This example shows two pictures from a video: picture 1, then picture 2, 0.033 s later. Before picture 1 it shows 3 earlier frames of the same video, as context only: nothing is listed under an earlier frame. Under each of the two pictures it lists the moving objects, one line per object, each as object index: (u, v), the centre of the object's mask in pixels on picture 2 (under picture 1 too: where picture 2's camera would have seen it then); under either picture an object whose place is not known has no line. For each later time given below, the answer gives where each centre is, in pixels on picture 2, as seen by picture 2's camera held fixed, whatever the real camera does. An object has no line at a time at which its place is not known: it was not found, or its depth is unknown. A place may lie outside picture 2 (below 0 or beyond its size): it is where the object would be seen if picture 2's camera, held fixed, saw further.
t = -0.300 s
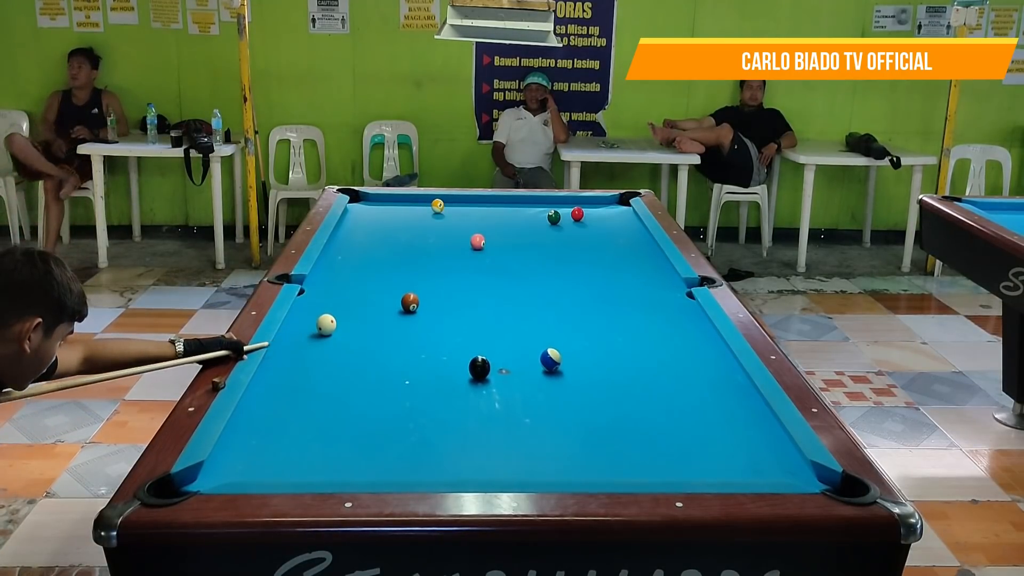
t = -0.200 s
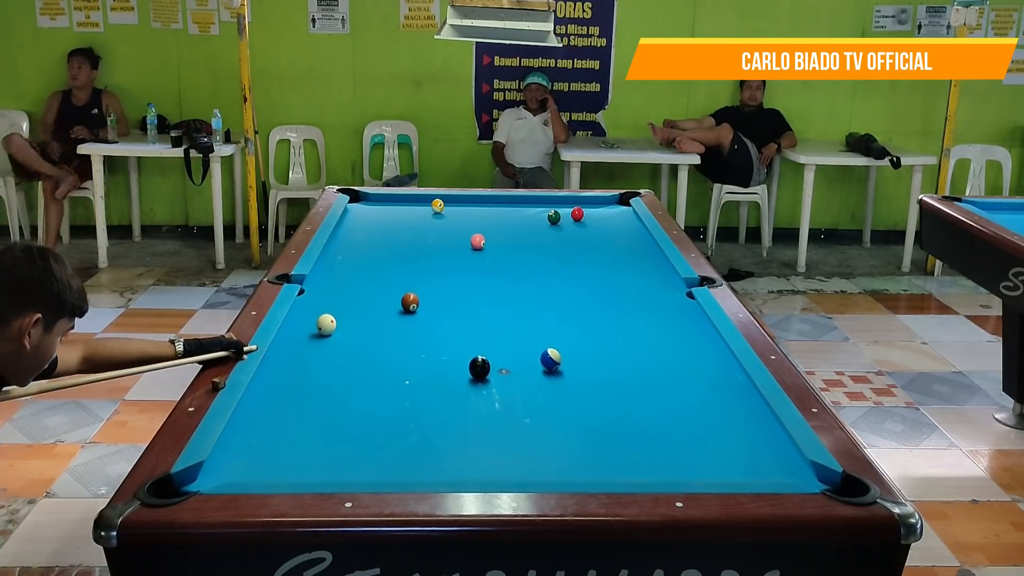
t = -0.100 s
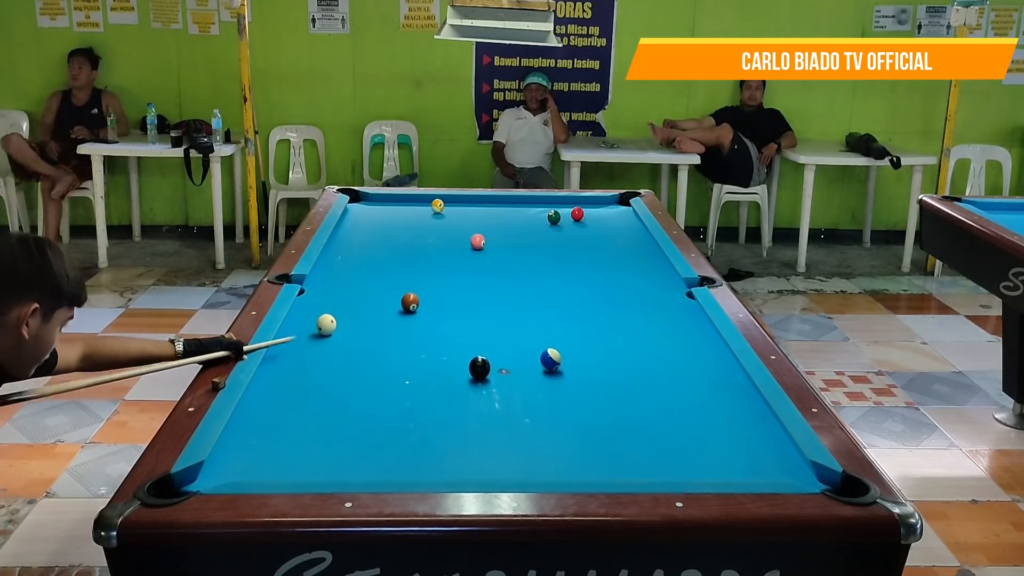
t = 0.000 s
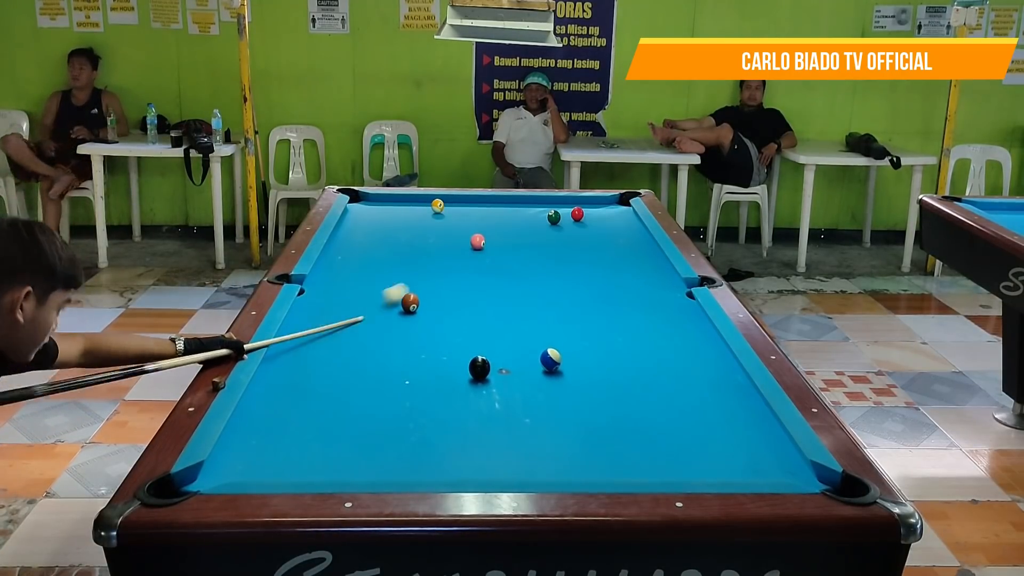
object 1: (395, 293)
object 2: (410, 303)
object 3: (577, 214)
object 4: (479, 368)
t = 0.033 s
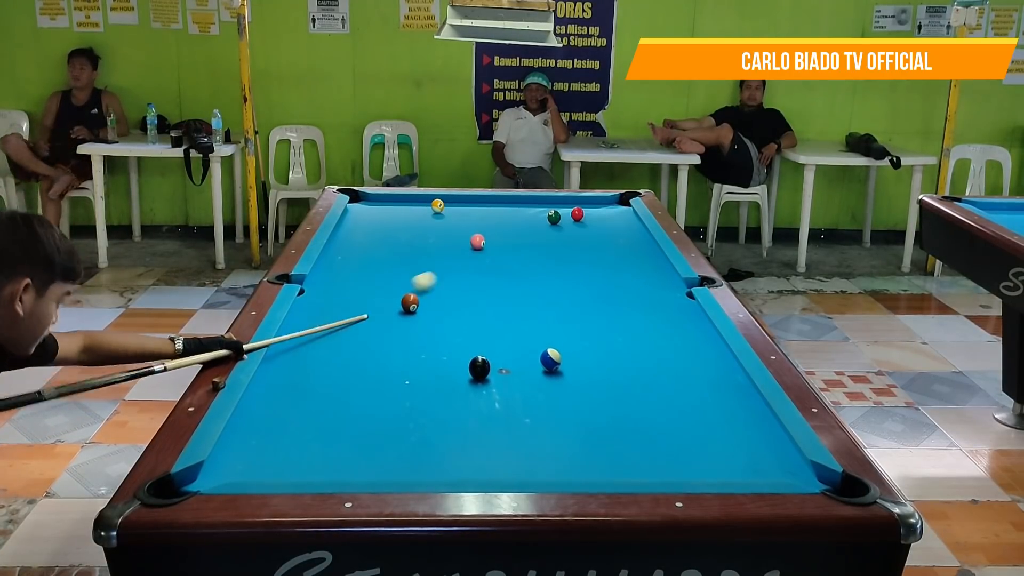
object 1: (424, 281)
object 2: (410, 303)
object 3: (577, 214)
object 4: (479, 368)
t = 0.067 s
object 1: (450, 271)
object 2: (410, 303)
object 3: (577, 214)
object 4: (479, 368)
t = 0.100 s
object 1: (474, 261)
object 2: (410, 303)
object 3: (577, 214)
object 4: (479, 368)
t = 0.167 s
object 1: (515, 243)
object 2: (410, 303)
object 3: (577, 214)
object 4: (479, 368)
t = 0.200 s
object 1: (533, 235)
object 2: (410, 303)
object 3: (577, 214)
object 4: (479, 368)
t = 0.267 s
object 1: (564, 222)
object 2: (410, 303)
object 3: (577, 214)
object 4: (479, 368)
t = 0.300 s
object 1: (579, 217)
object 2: (410, 303)
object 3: (576, 209)
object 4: (479, 368)
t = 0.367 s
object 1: (608, 218)
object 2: (410, 303)
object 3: (575, 202)
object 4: (479, 368)
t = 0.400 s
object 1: (621, 219)
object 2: (410, 303)
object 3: (574, 200)
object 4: (479, 368)
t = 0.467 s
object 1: (629, 220)
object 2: (410, 303)
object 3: (576, 206)
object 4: (479, 368)
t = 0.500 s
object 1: (623, 222)
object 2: (410, 303)
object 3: (577, 210)
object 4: (479, 368)
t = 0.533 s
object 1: (616, 223)
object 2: (410, 303)
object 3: (578, 213)
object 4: (479, 368)
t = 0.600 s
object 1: (606, 226)
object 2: (410, 303)
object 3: (579, 219)
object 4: (479, 368)
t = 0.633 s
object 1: (601, 228)
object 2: (410, 303)
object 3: (580, 223)
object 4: (479, 368)
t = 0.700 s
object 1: (593, 231)
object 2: (410, 303)
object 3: (578, 229)
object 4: (479, 368)
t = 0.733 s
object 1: (595, 234)
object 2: (410, 302)
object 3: (572, 231)
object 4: (479, 368)
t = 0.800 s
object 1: (595, 240)
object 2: (410, 302)
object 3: (561, 236)
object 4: (479, 368)
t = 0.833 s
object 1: (595, 243)
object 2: (410, 303)
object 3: (556, 238)
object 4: (479, 368)
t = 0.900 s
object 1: (594, 248)
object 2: (410, 303)
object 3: (545, 243)
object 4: (479, 368)
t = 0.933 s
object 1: (594, 251)
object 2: (410, 303)
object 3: (540, 246)
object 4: (479, 368)
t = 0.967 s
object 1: (594, 254)
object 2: (410, 302)
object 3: (534, 249)
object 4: (479, 368)
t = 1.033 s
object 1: (593, 260)
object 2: (410, 303)
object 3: (523, 254)
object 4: (479, 368)
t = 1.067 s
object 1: (593, 263)
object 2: (410, 302)
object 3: (517, 257)
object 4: (479, 368)
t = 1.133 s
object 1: (592, 269)
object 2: (410, 302)
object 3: (505, 263)
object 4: (479, 368)
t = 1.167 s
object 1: (591, 273)
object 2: (410, 303)
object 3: (499, 266)
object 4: (479, 368)
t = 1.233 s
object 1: (591, 279)
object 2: (410, 303)
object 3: (486, 272)
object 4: (479, 368)
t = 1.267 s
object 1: (590, 283)
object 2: (410, 303)
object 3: (479, 276)
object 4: (479, 368)
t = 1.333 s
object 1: (589, 290)
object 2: (410, 302)
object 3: (466, 282)
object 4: (479, 368)
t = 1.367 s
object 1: (589, 293)
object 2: (410, 302)
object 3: (459, 285)
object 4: (479, 368)
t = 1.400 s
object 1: (589, 297)
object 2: (410, 303)
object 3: (452, 289)
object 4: (479, 368)
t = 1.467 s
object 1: (588, 305)
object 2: (410, 303)
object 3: (438, 296)
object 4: (479, 368)
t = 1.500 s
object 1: (588, 309)
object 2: (410, 303)
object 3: (430, 299)
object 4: (479, 368)
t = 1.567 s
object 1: (587, 317)
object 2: (395, 305)
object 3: (430, 305)
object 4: (479, 368)
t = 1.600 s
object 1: (586, 321)
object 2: (387, 306)
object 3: (430, 307)
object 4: (479, 368)
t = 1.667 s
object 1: (586, 331)
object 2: (373, 308)
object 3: (430, 313)
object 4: (479, 368)
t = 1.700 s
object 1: (585, 335)
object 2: (366, 309)
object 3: (430, 316)
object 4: (479, 368)
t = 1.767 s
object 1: (584, 344)
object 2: (352, 311)
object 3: (430, 321)
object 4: (479, 368)
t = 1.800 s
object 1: (584, 349)
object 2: (345, 313)
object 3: (430, 324)
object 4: (479, 368)
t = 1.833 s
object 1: (583, 354)
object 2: (338, 314)
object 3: (430, 327)
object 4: (479, 368)
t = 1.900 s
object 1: (582, 364)
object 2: (324, 316)
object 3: (430, 333)
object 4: (479, 368)
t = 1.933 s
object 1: (582, 370)
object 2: (317, 317)
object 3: (430, 336)
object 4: (479, 368)
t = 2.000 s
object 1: (580, 381)
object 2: (303, 319)
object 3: (430, 342)
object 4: (479, 368)
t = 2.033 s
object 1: (580, 387)
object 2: (295, 320)
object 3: (430, 345)
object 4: (479, 368)
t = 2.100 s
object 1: (578, 399)
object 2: (298, 322)
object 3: (429, 351)
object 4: (479, 368)
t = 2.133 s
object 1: (578, 405)
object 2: (302, 323)
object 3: (430, 354)
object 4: (479, 368)
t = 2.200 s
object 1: (577, 418)
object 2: (309, 324)
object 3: (429, 361)
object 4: (479, 368)
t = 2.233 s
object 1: (576, 425)
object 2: (312, 325)
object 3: (429, 364)
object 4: (479, 368)
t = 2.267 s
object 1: (576, 432)
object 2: (316, 326)
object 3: (429, 368)
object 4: (479, 368)
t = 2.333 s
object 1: (574, 446)
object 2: (322, 327)
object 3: (429, 374)
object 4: (479, 368)
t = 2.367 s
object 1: (573, 453)
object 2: (326, 328)
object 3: (429, 378)
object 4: (479, 368)
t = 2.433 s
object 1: (572, 467)
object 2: (333, 329)
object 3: (429, 385)
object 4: (479, 368)
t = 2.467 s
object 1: (571, 471)
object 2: (336, 330)
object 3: (429, 389)
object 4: (479, 368)
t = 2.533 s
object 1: (563, 467)
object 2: (343, 331)
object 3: (428, 396)
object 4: (479, 368)
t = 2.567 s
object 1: (559, 464)
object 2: (346, 332)
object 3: (428, 400)
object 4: (479, 368)
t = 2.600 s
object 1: (556, 460)
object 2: (350, 333)
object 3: (428, 404)
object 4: (479, 368)
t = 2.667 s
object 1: (549, 452)
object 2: (356, 334)
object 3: (428, 411)
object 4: (479, 368)
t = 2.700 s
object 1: (545, 448)
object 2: (360, 335)
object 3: (428, 415)
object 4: (479, 368)
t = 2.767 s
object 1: (538, 440)
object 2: (366, 336)
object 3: (427, 424)
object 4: (479, 368)
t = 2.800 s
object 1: (535, 437)
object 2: (369, 336)
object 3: (427, 428)
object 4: (479, 368)
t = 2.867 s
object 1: (529, 429)
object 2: (376, 338)
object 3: (427, 436)
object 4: (479, 368)
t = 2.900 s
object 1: (525, 425)
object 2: (379, 339)
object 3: (427, 440)
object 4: (479, 368)
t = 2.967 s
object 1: (519, 419)
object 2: (385, 339)
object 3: (426, 449)
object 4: (479, 368)
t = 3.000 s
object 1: (517, 415)
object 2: (388, 340)
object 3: (426, 453)
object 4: (479, 368)
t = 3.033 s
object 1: (514, 412)
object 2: (391, 341)
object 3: (426, 458)
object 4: (479, 368)
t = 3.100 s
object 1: (508, 406)
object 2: (398, 342)
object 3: (426, 465)
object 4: (479, 368)
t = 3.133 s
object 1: (506, 403)
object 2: (401, 342)
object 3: (426, 468)
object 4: (479, 368)
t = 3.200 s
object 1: (501, 397)
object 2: (407, 344)
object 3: (426, 472)
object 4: (479, 368)
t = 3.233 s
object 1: (498, 394)
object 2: (410, 344)
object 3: (426, 470)
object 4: (479, 368)
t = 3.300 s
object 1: (493, 388)
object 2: (415, 346)
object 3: (427, 468)
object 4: (479, 368)
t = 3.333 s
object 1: (491, 386)
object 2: (418, 346)
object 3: (427, 466)
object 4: (479, 367)
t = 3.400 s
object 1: (486, 380)
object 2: (424, 347)
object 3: (428, 463)
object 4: (477, 365)
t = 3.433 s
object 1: (484, 378)
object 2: (427, 348)
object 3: (429, 460)
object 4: (477, 363)
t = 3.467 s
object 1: (482, 376)
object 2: (430, 348)
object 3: (429, 458)
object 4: (477, 362)
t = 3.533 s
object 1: (480, 376)
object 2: (436, 349)
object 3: (430, 453)
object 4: (475, 360)
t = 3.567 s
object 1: (479, 375)
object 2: (438, 350)
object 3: (430, 451)
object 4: (475, 358)
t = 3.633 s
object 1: (477, 374)
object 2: (444, 351)
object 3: (431, 446)
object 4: (474, 356)
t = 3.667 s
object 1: (476, 374)
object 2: (446, 351)
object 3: (431, 444)
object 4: (473, 355)
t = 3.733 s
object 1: (475, 373)
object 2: (451, 352)
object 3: (432, 441)
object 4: (472, 353)
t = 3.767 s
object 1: (474, 373)
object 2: (451, 352)
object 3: (432, 439)
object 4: (475, 352)
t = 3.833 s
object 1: (472, 372)
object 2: (451, 352)
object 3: (432, 435)
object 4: (479, 351)
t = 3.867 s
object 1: (471, 371)
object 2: (450, 352)
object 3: (433, 433)
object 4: (481, 351)
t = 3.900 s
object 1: (470, 371)
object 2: (450, 352)
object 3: (433, 431)
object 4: (483, 351)
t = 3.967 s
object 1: (469, 370)
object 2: (450, 352)
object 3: (433, 427)
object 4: (487, 349)
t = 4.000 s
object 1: (468, 370)
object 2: (449, 352)
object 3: (433, 426)
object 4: (489, 348)
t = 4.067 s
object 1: (467, 370)
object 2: (449, 352)
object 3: (434, 422)
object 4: (493, 347)
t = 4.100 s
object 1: (466, 369)
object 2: (449, 352)
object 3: (434, 421)
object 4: (495, 346)
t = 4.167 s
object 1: (465, 369)
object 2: (449, 352)
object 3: (435, 417)
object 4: (499, 345)
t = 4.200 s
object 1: (464, 369)
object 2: (449, 352)
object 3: (435, 416)
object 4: (500, 344)
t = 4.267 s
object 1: (463, 368)
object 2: (449, 352)
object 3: (436, 413)
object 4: (504, 343)
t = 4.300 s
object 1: (463, 368)
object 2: (449, 352)
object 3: (436, 412)
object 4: (506, 342)
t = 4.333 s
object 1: (463, 368)
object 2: (449, 352)
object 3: (436, 410)
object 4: (507, 342)
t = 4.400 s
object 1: (462, 367)
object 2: (449, 352)
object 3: (437, 408)
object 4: (511, 340)
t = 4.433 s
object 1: (462, 367)
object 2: (449, 352)
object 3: (437, 406)
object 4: (512, 340)
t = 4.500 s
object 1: (461, 367)
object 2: (449, 351)
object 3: (438, 403)
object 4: (515, 339)
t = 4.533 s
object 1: (461, 367)
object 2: (449, 351)
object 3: (438, 402)
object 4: (517, 338)
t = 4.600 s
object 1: (461, 367)
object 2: (449, 351)
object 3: (439, 400)
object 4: (520, 337)
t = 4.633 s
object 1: (461, 367)
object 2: (449, 351)
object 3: (439, 399)
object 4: (521, 337)
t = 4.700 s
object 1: (460, 366)
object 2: (449, 351)
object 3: (439, 396)
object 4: (524, 335)
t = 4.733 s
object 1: (460, 366)
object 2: (449, 351)
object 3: (439, 396)
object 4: (525, 335)
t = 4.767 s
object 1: (460, 366)
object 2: (449, 351)
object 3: (440, 394)
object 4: (527, 335)
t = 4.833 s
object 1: (460, 366)
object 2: (449, 351)
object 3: (440, 392)
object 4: (529, 334)
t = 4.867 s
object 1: (459, 366)
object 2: (449, 351)
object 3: (440, 391)
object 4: (530, 333)
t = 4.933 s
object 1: (459, 366)
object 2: (449, 351)
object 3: (441, 390)
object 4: (533, 332)
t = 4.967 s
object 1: (459, 366)
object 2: (449, 351)
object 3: (441, 388)
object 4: (534, 332)
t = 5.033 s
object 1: (459, 366)
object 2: (449, 351)
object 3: (442, 387)
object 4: (536, 331)
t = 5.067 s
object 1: (459, 366)
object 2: (449, 351)
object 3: (442, 386)
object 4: (537, 331)
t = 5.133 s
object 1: (460, 366)
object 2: (449, 351)
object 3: (442, 384)
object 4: (540, 330)
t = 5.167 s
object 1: (460, 366)
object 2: (449, 351)
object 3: (442, 383)
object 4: (541, 330)
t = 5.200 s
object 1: (460, 366)
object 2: (449, 351)
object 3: (442, 383)
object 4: (542, 329)
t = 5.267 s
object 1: (460, 366)
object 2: (449, 351)
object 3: (443, 381)
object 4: (544, 328)
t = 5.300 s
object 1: (460, 366)
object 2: (449, 351)
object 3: (443, 381)
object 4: (545, 328)
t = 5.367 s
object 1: (460, 366)
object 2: (449, 351)
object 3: (443, 379)
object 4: (546, 328)
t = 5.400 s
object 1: (460, 366)
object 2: (449, 351)
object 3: (443, 378)
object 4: (547, 327)
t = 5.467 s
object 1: (460, 366)
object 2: (449, 351)
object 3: (443, 377)
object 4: (549, 327)
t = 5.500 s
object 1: (460, 366)
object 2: (449, 351)
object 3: (443, 377)
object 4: (550, 326)
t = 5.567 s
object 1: (460, 365)
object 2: (449, 351)
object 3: (443, 375)
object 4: (551, 326)
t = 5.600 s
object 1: (460, 366)
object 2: (449, 351)
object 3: (443, 375)
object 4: (552, 326)
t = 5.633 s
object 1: (460, 366)
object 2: (449, 350)
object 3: (443, 374)
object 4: (552, 326)
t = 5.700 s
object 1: (461, 366)
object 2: (449, 350)
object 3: (444, 374)
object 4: (554, 325)
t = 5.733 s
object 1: (461, 365)
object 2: (449, 350)
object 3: (443, 373)
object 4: (554, 325)
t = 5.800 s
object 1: (461, 365)
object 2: (449, 350)
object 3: (443, 373)
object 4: (555, 325)
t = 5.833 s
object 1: (461, 365)
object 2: (449, 350)
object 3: (443, 373)
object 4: (556, 325)
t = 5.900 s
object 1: (461, 365)
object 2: (449, 350)
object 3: (442, 372)
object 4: (557, 324)
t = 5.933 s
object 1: (461, 365)
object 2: (449, 350)
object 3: (442, 372)
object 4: (557, 324)
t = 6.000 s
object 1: (461, 365)
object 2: (449, 350)
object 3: (441, 372)
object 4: (558, 324)
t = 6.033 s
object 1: (461, 365)
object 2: (449, 350)
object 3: (441, 372)
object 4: (559, 323)
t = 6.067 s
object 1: (461, 365)
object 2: (449, 350)
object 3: (440, 372)
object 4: (559, 323)
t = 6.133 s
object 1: (461, 365)
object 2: (449, 350)
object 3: (440, 371)
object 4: (560, 323)
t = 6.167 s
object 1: (461, 365)
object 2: (449, 350)
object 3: (440, 371)
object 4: (560, 323)
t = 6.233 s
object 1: (460, 365)
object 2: (449, 350)
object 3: (440, 371)
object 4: (561, 323)
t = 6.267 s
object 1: (460, 365)
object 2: (449, 350)
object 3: (440, 371)
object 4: (561, 323)
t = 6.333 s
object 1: (460, 365)
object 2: (449, 350)
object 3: (440, 371)
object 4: (562, 323)
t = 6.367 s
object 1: (460, 366)
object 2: (449, 350)
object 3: (440, 371)
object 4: (562, 323)
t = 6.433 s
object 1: (460, 366)
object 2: (449, 350)
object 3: (440, 371)
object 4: (562, 323)
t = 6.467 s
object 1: (460, 366)
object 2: (449, 350)
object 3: (440, 371)
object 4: (562, 323)
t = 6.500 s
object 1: (460, 366)
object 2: (449, 350)
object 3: (440, 371)
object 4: (562, 323)
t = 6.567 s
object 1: (460, 366)
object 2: (449, 350)
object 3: (440, 371)
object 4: (562, 323)
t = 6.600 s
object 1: (460, 366)
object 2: (449, 350)
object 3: (440, 371)
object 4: (562, 323)
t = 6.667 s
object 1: (460, 366)
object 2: (449, 350)
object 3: (440, 371)
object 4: (562, 323)
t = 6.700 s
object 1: (460, 366)
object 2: (449, 350)
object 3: (440, 371)
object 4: (562, 323)
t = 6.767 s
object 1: (460, 366)
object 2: (449, 350)
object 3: (440, 371)
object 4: (562, 323)
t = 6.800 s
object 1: (460, 366)
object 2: (449, 350)
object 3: (440, 371)
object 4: (562, 323)
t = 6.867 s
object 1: (460, 366)
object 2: (449, 350)
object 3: (440, 371)
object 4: (562, 323)
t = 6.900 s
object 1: (460, 366)
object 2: (449, 350)
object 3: (440, 371)
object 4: (561, 323)
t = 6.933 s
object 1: (460, 365)
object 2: (449, 350)
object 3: (440, 371)
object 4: (562, 323)
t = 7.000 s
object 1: (460, 366)
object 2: (449, 350)
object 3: (440, 371)
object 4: (562, 323)
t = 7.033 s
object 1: (460, 366)
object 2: (449, 350)
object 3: (440, 371)
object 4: (562, 323)
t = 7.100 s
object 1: (460, 366)
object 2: (449, 350)
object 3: (440, 371)
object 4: (562, 323)
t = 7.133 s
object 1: (460, 366)
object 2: (449, 350)
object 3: (440, 371)
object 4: (562, 323)
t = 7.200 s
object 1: (460, 366)
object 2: (449, 350)
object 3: (440, 371)
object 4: (562, 323)
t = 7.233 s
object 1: (460, 366)
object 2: (449, 350)
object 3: (440, 371)
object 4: (562, 323)
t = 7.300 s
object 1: (460, 366)
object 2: (449, 350)
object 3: (440, 371)
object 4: (562, 323)
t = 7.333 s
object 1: (460, 366)
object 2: (449, 350)
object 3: (440, 371)
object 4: (562, 323)
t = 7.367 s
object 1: (460, 366)
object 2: (449, 350)
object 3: (440, 371)
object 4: (562, 323)
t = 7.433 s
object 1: (460, 366)
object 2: (449, 350)
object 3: (440, 371)
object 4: (562, 323)
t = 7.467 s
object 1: (460, 366)
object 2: (449, 350)
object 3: (440, 371)
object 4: (562, 323)
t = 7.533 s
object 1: (460, 366)
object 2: (449, 350)
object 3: (440, 371)
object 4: (562, 323)
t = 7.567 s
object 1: (460, 366)
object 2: (449, 350)
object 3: (440, 371)
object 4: (562, 323)
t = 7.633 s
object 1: (460, 366)
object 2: (449, 350)
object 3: (440, 371)
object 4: (562, 323)
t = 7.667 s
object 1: (460, 366)
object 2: (449, 350)
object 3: (440, 371)
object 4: (562, 323)
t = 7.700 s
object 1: (460, 366)
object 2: (449, 350)
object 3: (440, 371)
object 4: (562, 323)
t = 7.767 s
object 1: (460, 365)
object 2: (449, 350)
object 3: (440, 371)
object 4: (562, 323)
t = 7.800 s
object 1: (460, 365)
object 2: (449, 350)
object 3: (439, 371)
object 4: (561, 323)
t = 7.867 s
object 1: (460, 365)
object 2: (449, 350)
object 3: (440, 371)
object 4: (561, 323)
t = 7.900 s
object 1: (460, 365)
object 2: (449, 350)
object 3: (440, 371)
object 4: (561, 323)
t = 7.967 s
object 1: (460, 365)
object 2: (449, 350)
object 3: (440, 371)
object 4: (561, 323)
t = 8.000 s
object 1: (460, 365)
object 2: (449, 350)
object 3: (440, 371)
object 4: (561, 323)
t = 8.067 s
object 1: (460, 366)
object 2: (449, 350)
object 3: (440, 371)
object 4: (562, 323)
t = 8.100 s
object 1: (460, 366)
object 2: (449, 350)
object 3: (440, 371)
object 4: (562, 323)
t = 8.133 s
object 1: (460, 366)
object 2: (449, 350)
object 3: (440, 371)
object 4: (562, 323)
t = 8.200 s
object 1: (460, 365)
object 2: (449, 350)
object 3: (440, 371)
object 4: (562, 323)
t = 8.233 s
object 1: (460, 365)
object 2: (449, 350)
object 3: (440, 371)
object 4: (562, 323)
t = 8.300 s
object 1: (460, 366)
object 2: (449, 350)
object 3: (440, 371)
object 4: (562, 323)
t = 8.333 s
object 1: (460, 366)
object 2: (449, 350)
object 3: (440, 371)
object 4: (562, 323)
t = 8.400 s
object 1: (460, 366)
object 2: (449, 350)
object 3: (440, 371)
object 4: (562, 323)
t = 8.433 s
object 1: (460, 366)
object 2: (449, 350)
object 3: (440, 371)
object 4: (562, 323)
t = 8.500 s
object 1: (460, 366)
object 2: (449, 350)
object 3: (440, 371)
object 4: (562, 323)
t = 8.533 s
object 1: (460, 366)
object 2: (449, 350)
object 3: (440, 371)
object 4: (562, 323)
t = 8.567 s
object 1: (460, 366)
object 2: (449, 350)
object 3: (440, 371)
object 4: (562, 323)
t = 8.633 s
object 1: (460, 366)
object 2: (449, 350)
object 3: (440, 371)
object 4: (562, 323)
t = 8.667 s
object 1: (460, 366)
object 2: (449, 350)
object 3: (440, 371)
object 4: (562, 323)
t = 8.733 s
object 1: (460, 366)
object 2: (449, 350)
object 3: (440, 371)
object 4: (562, 323)
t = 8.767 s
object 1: (460, 366)
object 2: (449, 350)
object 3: (440, 371)
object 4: (562, 323)
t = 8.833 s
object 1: (460, 366)
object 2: (449, 350)
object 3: (440, 371)
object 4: (562, 323)
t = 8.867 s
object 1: (460, 366)
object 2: (449, 350)
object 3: (440, 371)
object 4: (562, 323)
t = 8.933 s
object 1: (460, 366)
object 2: (449, 350)
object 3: (440, 371)
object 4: (562, 323)
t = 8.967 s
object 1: (460, 366)
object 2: (449, 350)
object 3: (440, 371)
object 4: (562, 323)
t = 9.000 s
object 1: (460, 366)
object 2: (449, 350)
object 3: (440, 371)
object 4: (562, 323)
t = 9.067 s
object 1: (460, 366)
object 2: (449, 350)
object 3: (440, 371)
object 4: (562, 323)
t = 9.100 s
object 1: (460, 366)
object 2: (449, 350)
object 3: (440, 371)
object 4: (562, 323)
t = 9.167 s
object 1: (460, 365)
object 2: (449, 350)
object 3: (440, 371)
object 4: (562, 323)
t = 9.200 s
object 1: (460, 365)
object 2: (449, 350)
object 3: (440, 371)
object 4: (562, 323)
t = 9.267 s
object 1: (460, 366)
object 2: (449, 350)
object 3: (440, 371)
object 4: (562, 323)
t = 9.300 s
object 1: (460, 366)
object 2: (449, 350)
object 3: (440, 371)
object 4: (562, 323)
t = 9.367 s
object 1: (460, 365)
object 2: (449, 350)
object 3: (440, 371)
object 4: (562, 323)
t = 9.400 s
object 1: (460, 366)
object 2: (449, 350)
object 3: (440, 371)
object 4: (562, 323)
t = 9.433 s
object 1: (460, 366)
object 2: (449, 350)
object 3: (440, 371)
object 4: (562, 323)
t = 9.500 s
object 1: (460, 366)
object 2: (449, 350)
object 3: (440, 371)
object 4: (562, 323)
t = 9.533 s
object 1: (460, 365)
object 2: (449, 350)
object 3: (440, 371)
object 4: (562, 323)
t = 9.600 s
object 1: (460, 365)
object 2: (449, 350)
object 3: (440, 371)
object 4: (561, 323)
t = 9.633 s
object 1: (460, 366)
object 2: (449, 350)
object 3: (440, 371)
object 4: (561, 323)
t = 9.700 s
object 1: (460, 366)
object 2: (449, 350)
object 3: (440, 371)
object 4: (561, 323)
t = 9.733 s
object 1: (460, 366)
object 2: (449, 350)
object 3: (440, 371)
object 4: (561, 323)
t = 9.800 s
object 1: (460, 365)
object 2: (449, 350)
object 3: (440, 371)
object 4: (561, 323)
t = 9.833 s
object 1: (460, 365)
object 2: (449, 350)
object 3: (440, 371)
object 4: (562, 323)
